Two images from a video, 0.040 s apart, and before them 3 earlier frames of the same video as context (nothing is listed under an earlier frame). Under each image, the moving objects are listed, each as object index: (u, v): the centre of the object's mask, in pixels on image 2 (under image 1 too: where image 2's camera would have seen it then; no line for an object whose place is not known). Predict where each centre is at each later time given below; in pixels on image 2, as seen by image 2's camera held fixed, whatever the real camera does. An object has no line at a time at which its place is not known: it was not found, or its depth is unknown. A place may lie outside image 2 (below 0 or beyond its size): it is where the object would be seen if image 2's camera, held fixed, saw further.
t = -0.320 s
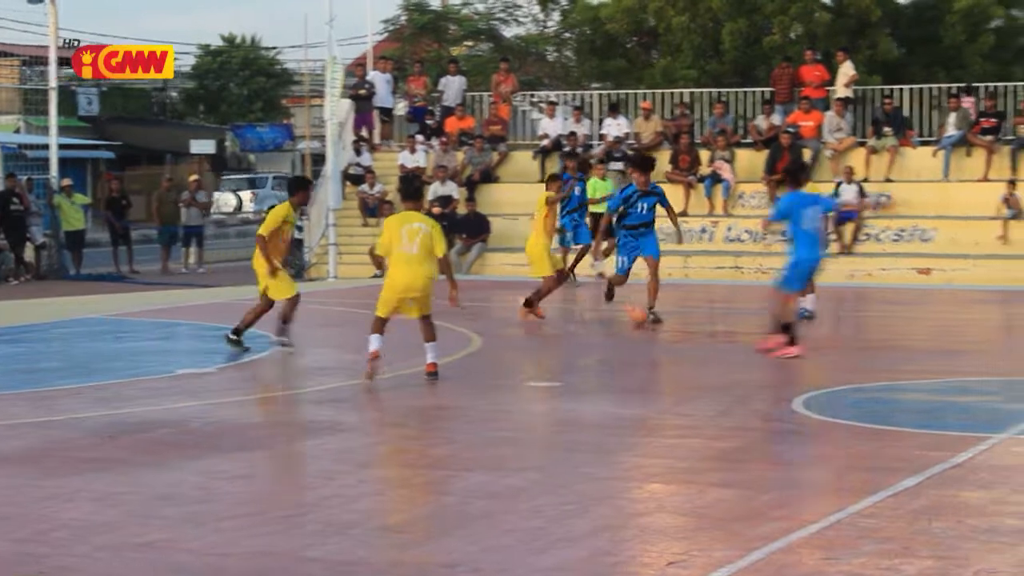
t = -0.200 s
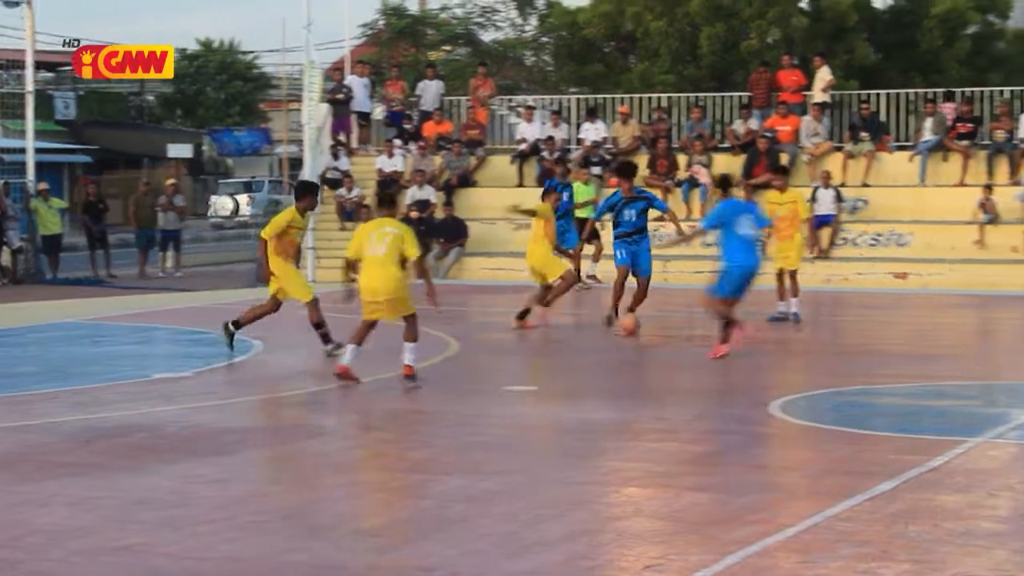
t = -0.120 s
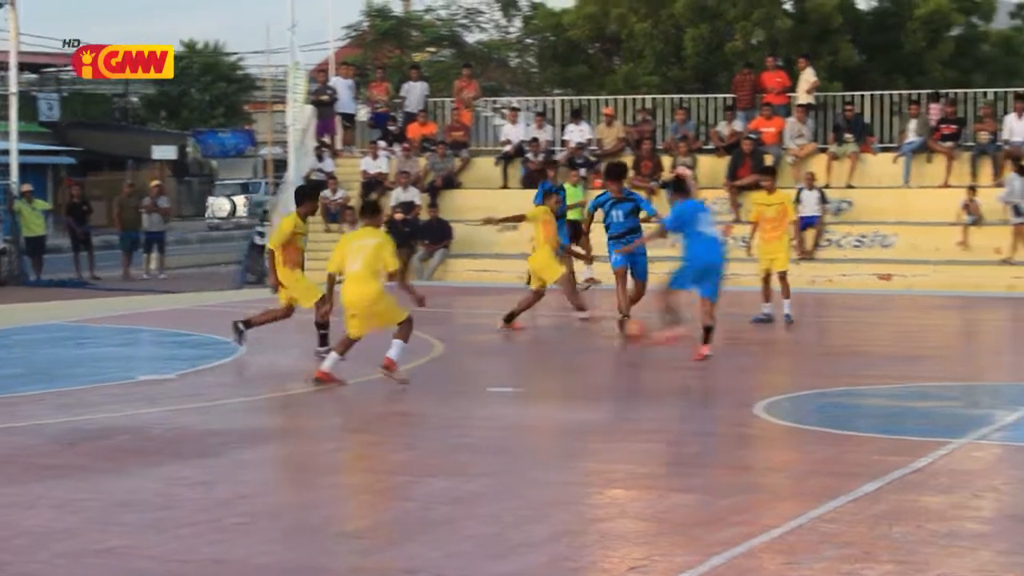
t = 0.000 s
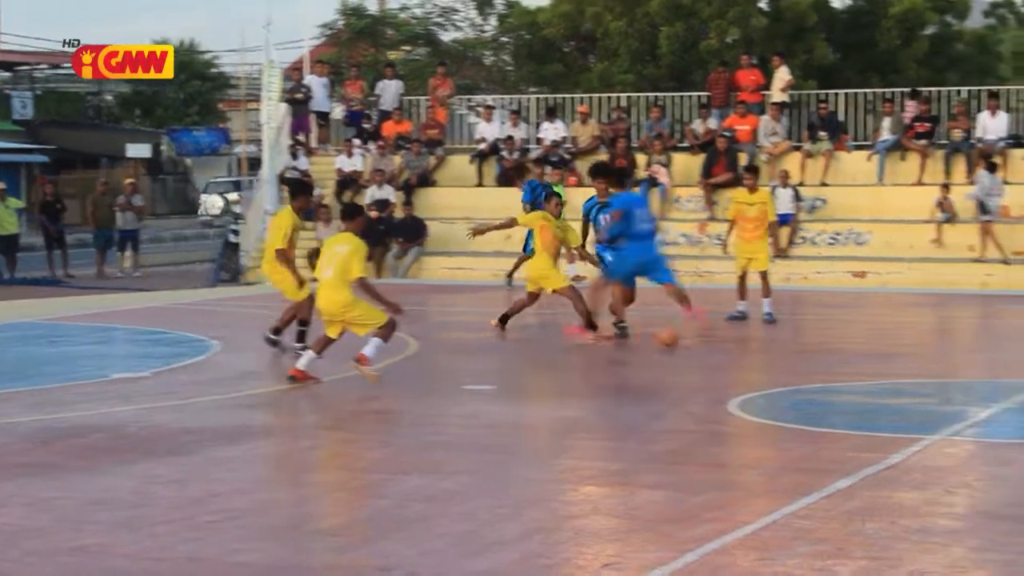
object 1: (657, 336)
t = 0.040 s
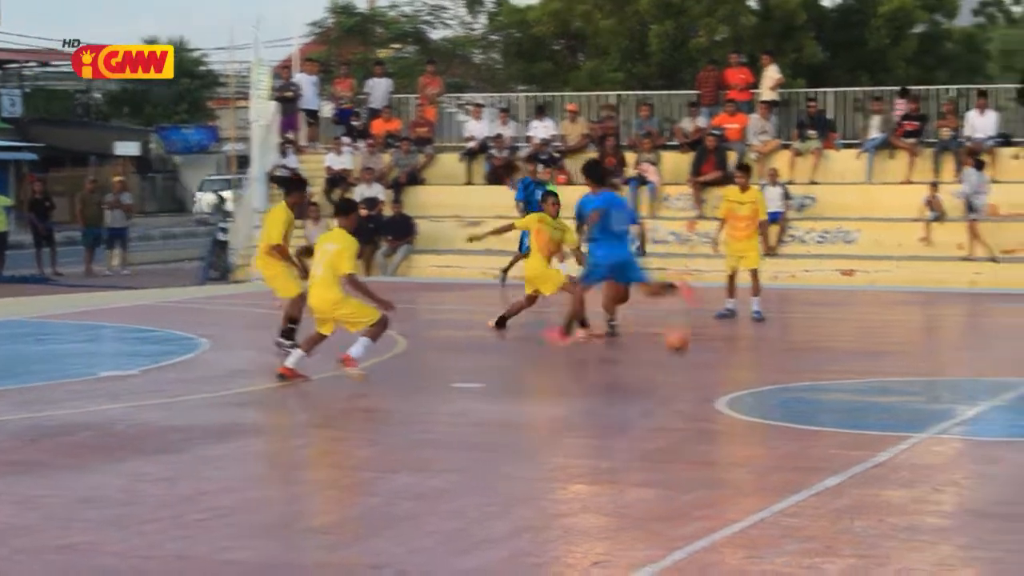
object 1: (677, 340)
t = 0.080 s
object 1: (693, 340)
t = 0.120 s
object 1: (711, 343)
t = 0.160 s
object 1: (731, 349)
